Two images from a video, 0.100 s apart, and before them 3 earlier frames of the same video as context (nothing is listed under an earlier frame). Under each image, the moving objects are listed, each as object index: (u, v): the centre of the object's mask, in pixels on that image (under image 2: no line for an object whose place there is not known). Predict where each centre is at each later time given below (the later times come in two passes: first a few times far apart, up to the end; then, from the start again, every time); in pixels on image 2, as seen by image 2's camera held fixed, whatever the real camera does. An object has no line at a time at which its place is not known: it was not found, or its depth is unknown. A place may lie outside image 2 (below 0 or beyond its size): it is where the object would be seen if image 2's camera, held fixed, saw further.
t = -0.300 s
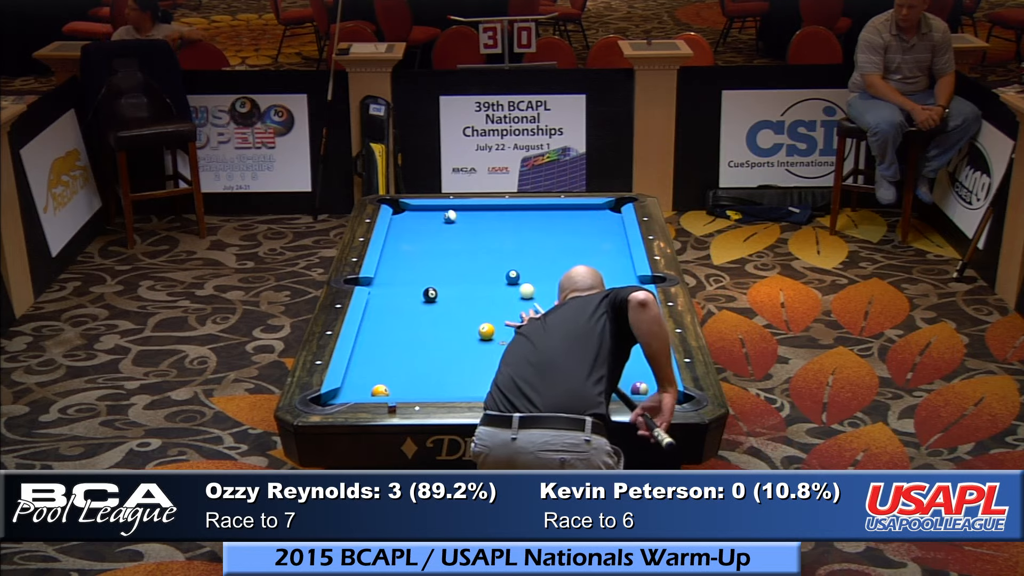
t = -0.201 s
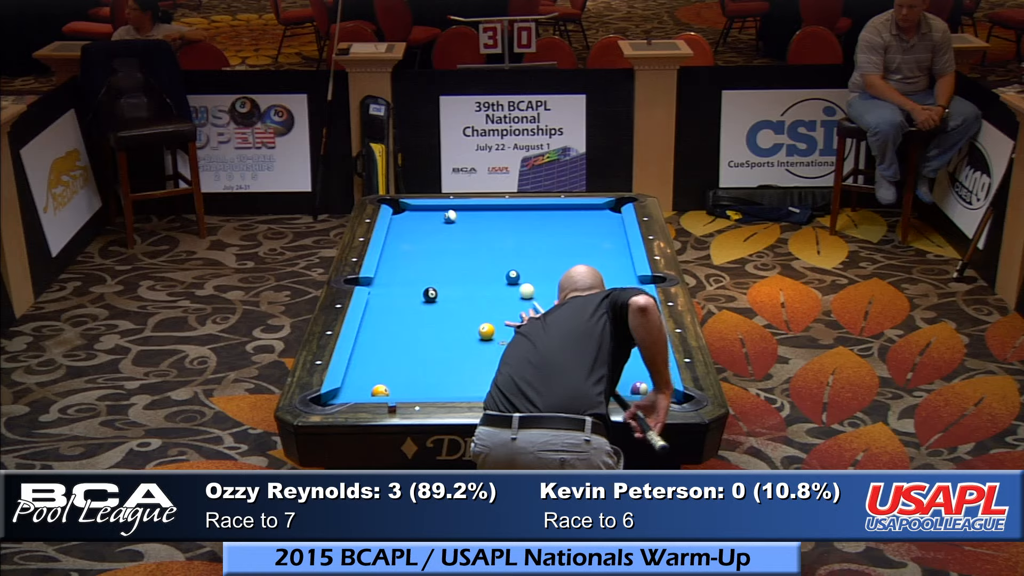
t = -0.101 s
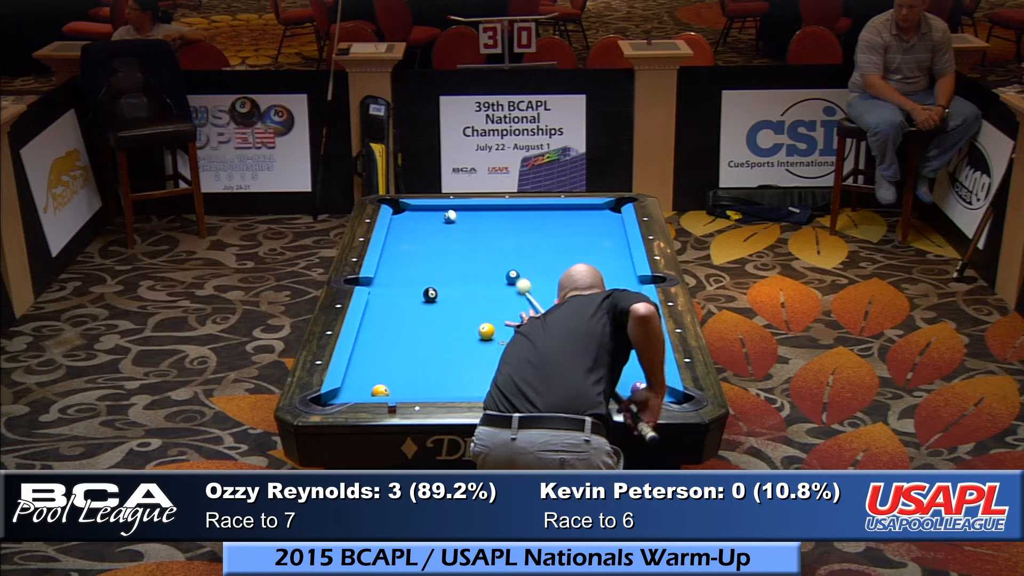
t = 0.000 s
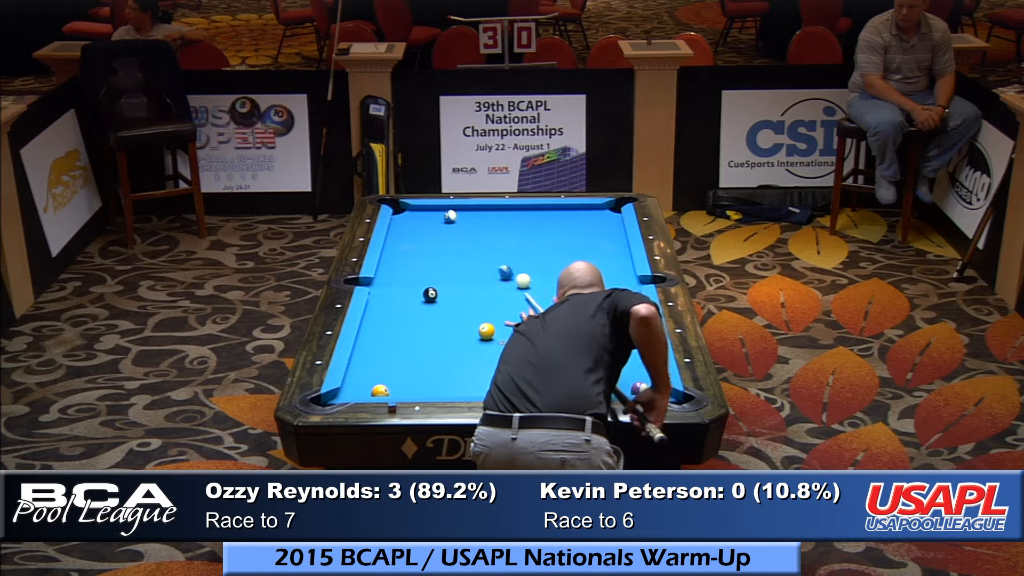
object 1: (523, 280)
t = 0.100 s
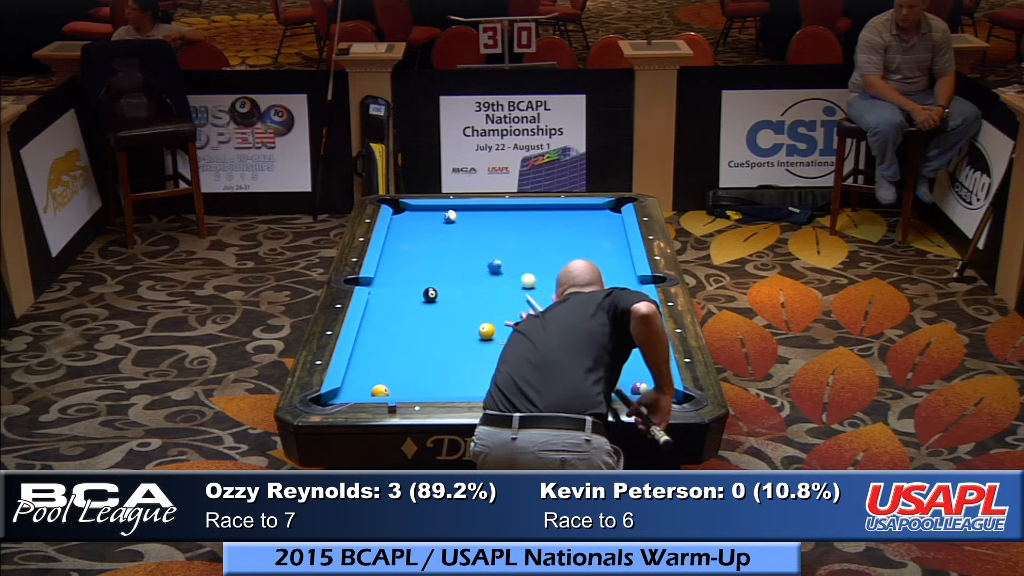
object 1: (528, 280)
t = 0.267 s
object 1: (536, 280)
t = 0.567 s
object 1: (547, 280)
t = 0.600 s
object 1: (547, 280)
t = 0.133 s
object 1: (530, 280)
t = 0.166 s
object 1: (531, 280)
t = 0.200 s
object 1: (533, 280)
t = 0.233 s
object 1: (535, 280)
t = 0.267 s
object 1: (536, 280)
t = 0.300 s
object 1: (538, 280)
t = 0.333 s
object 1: (539, 280)
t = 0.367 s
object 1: (541, 280)
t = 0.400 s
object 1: (542, 280)
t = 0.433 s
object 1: (543, 281)
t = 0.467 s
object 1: (545, 281)
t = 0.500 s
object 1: (546, 280)
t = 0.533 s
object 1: (547, 280)
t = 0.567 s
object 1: (547, 280)
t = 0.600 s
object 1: (547, 280)
